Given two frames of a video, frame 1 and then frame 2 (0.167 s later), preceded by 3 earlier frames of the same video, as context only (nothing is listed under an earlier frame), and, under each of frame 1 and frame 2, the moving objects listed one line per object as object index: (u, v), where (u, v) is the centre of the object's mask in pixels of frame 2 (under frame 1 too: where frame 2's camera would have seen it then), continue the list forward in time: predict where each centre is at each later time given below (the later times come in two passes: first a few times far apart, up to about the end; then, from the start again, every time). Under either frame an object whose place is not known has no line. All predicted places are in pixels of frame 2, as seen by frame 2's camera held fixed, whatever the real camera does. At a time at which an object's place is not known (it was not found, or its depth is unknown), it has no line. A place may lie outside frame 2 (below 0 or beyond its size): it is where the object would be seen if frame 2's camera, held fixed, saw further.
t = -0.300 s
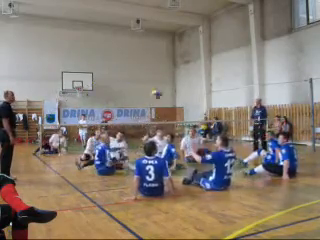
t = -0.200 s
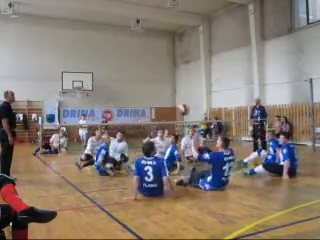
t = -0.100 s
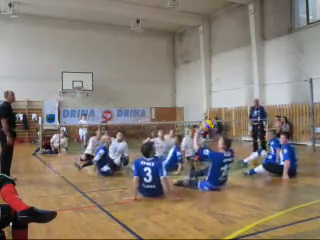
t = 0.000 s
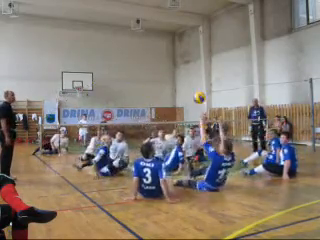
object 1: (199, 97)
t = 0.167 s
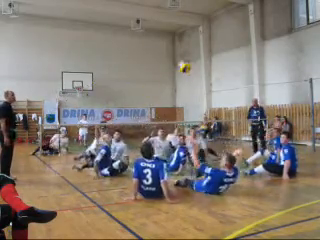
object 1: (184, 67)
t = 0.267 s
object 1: (175, 55)
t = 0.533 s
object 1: (156, 55)
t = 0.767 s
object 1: (142, 84)
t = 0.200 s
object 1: (181, 62)
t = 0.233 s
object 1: (178, 59)
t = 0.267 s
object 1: (175, 55)
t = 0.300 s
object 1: (172, 53)
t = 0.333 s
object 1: (171, 52)
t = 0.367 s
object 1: (170, 52)
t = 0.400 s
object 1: (168, 52)
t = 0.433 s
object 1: (164, 52)
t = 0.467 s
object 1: (163, 52)
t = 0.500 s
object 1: (158, 54)
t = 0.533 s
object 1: (156, 55)
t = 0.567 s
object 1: (154, 58)
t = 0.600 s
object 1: (151, 61)
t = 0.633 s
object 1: (150, 64)
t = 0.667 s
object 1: (148, 69)
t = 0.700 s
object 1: (145, 73)
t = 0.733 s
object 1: (144, 78)
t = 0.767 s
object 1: (142, 84)
